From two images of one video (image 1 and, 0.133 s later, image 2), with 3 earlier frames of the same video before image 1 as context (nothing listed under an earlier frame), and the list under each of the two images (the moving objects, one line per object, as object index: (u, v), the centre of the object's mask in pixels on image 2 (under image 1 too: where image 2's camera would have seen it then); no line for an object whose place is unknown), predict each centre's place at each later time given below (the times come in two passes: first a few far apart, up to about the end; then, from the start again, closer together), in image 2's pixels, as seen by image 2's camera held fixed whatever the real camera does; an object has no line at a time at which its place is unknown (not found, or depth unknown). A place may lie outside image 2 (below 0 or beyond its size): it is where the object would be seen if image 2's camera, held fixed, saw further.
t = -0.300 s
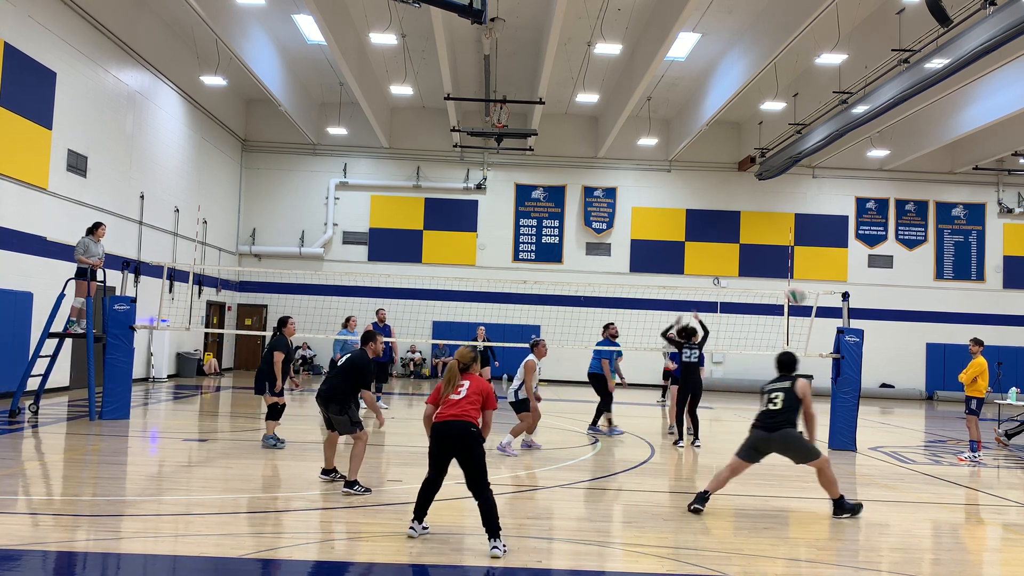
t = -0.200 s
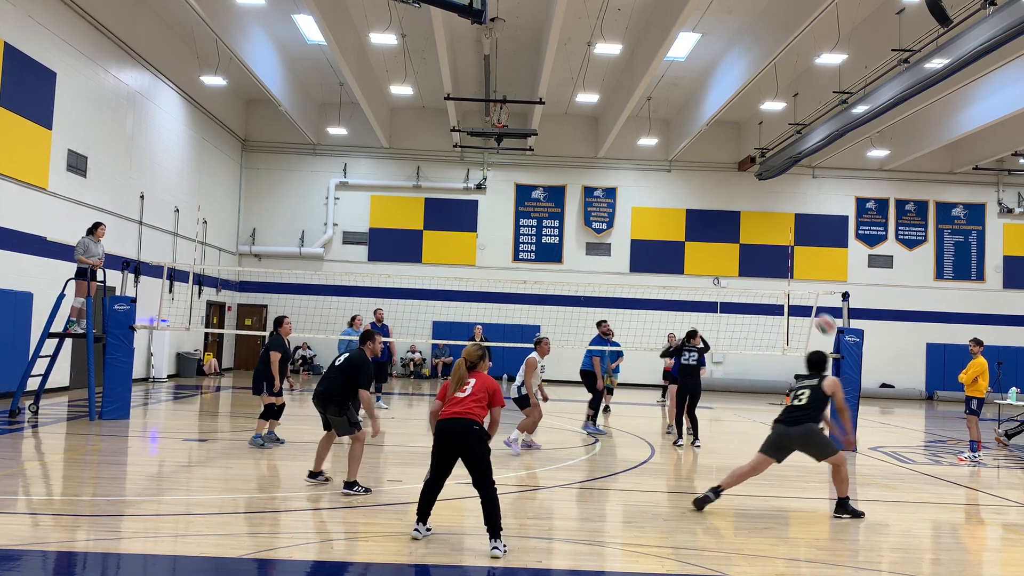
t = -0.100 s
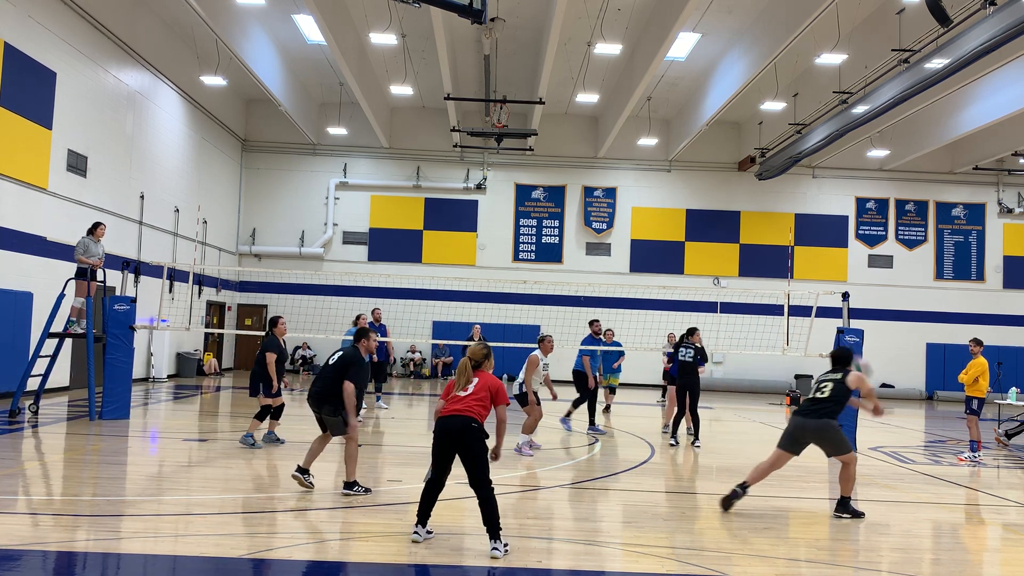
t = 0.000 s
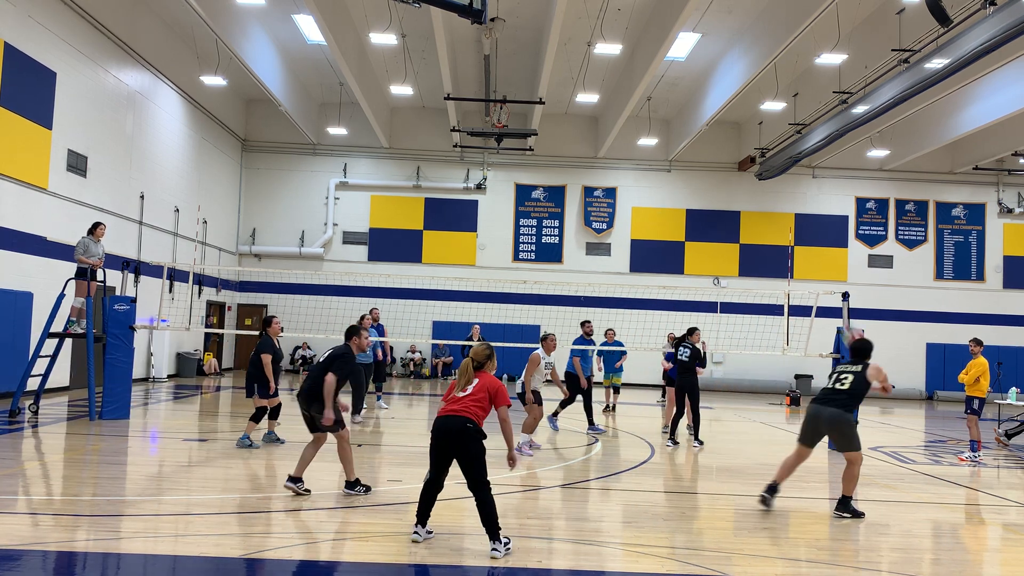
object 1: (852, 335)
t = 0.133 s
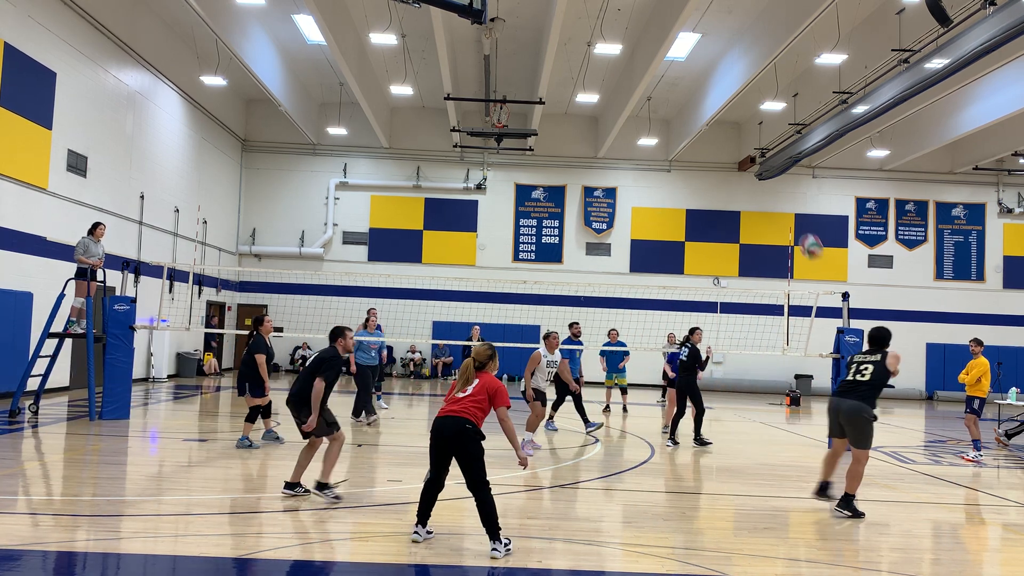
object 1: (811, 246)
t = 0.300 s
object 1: (764, 169)
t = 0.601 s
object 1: (685, 103)
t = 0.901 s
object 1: (611, 118)
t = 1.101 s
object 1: (565, 171)
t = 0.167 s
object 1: (801, 228)
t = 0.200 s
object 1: (790, 212)
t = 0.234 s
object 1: (781, 196)
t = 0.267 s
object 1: (772, 181)
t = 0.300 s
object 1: (764, 169)
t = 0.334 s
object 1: (753, 156)
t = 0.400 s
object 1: (736, 137)
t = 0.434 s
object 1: (728, 128)
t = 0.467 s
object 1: (718, 121)
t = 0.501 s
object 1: (710, 115)
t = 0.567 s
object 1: (693, 106)
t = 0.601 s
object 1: (685, 103)
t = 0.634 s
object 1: (676, 100)
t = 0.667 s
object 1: (668, 100)
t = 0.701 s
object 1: (659, 100)
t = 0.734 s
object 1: (651, 100)
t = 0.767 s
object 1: (643, 103)
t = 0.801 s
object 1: (635, 105)
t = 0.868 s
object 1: (620, 114)
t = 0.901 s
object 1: (611, 118)
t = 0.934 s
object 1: (603, 126)
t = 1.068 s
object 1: (573, 160)
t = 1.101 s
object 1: (565, 171)
